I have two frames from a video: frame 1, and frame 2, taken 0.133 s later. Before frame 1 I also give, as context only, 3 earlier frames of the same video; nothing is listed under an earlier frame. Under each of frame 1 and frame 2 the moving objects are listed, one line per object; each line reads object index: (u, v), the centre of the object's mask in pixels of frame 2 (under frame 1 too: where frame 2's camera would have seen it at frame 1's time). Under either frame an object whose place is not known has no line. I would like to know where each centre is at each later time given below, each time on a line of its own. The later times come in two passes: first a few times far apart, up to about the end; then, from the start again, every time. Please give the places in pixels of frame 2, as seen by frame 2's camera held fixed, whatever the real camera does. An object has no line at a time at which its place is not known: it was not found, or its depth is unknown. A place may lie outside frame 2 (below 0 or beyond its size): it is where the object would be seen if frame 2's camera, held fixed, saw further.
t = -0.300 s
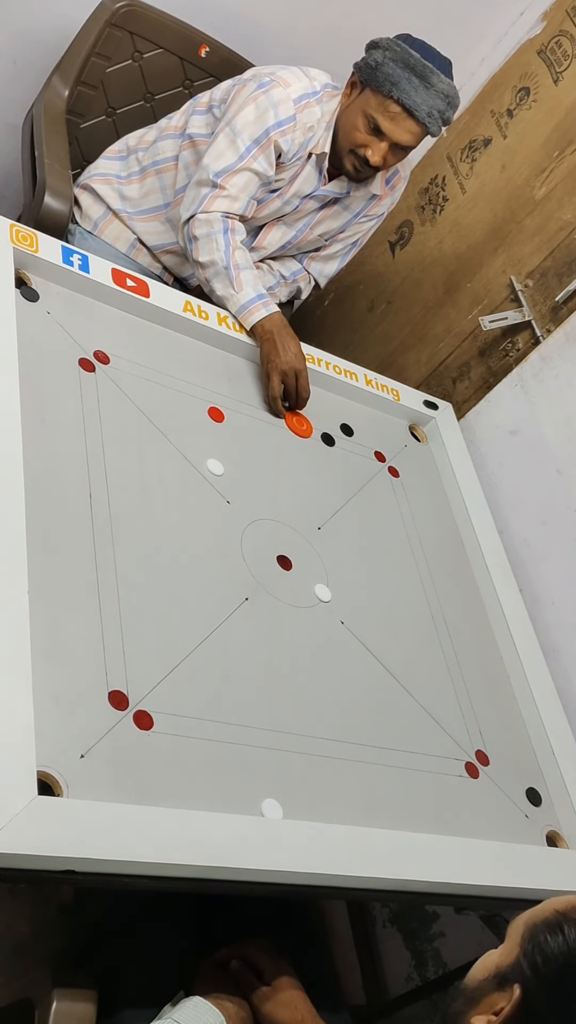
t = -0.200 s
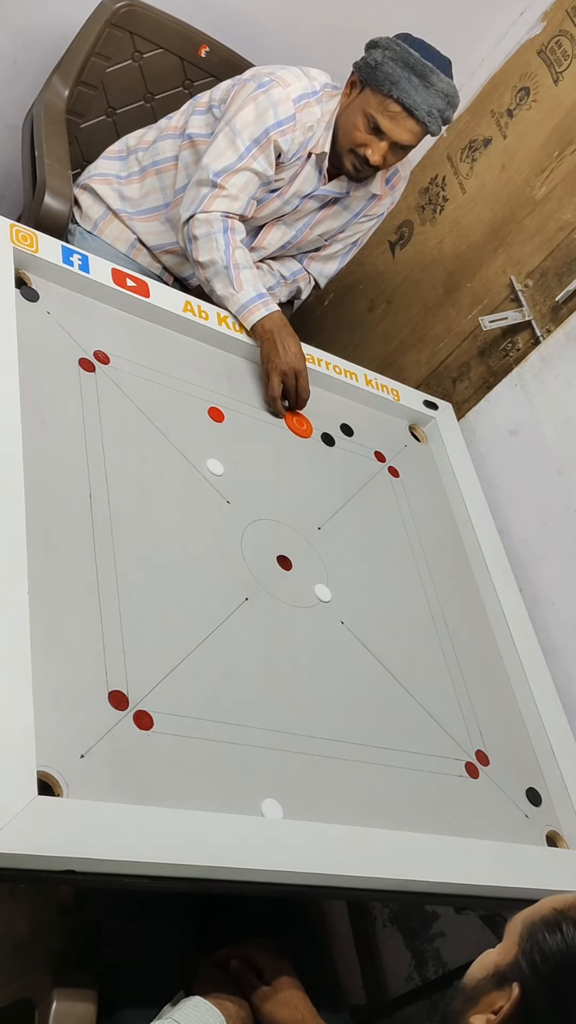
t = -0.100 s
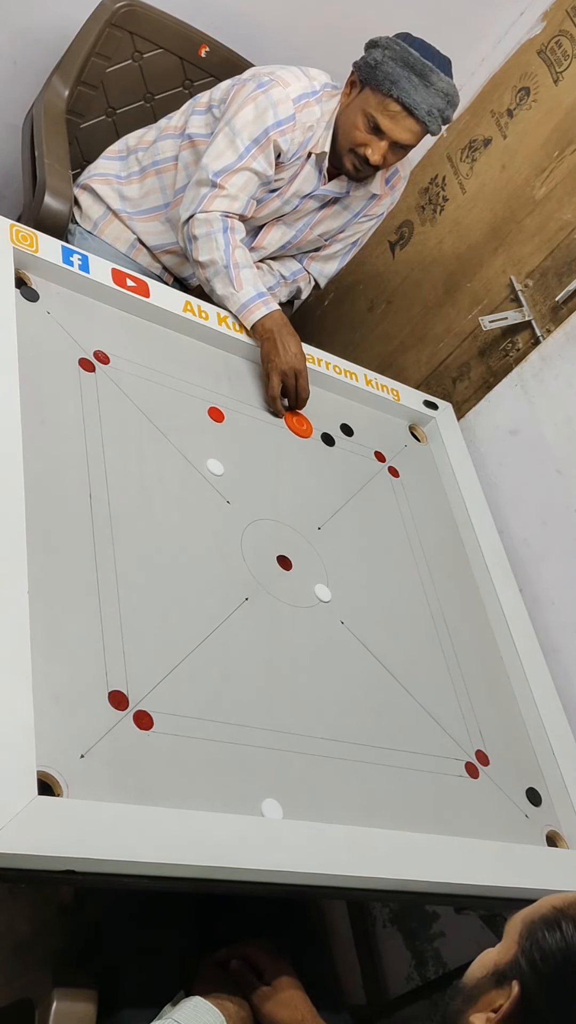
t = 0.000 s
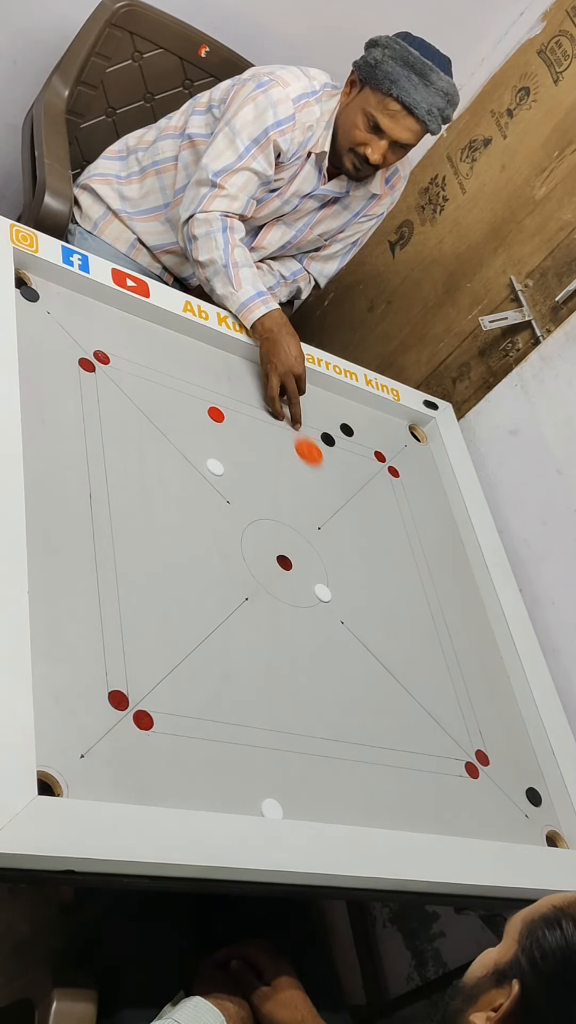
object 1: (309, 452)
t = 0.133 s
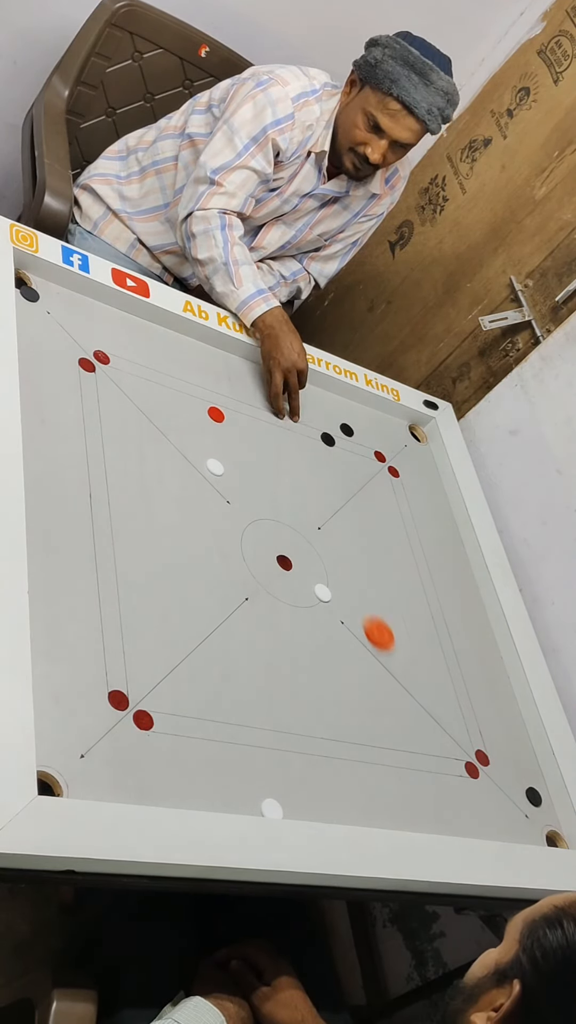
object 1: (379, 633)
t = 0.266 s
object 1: (451, 810)
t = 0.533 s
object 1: (392, 550)
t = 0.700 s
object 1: (365, 431)
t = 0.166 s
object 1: (399, 685)
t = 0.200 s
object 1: (422, 743)
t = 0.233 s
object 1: (443, 797)
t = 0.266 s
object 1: (451, 810)
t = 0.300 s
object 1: (442, 769)
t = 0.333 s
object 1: (434, 734)
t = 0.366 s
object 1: (426, 699)
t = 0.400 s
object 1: (418, 664)
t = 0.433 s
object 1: (411, 634)
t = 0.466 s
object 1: (404, 605)
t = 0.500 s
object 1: (397, 576)
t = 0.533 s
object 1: (392, 550)
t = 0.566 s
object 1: (386, 525)
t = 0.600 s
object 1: (380, 499)
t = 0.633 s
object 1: (375, 476)
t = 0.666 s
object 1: (371, 454)
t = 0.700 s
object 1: (365, 431)
